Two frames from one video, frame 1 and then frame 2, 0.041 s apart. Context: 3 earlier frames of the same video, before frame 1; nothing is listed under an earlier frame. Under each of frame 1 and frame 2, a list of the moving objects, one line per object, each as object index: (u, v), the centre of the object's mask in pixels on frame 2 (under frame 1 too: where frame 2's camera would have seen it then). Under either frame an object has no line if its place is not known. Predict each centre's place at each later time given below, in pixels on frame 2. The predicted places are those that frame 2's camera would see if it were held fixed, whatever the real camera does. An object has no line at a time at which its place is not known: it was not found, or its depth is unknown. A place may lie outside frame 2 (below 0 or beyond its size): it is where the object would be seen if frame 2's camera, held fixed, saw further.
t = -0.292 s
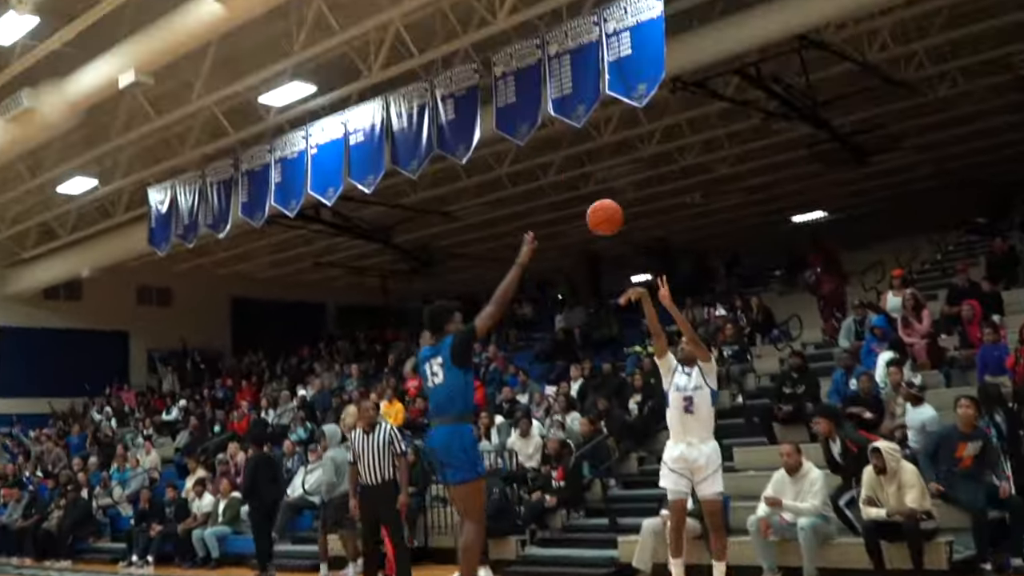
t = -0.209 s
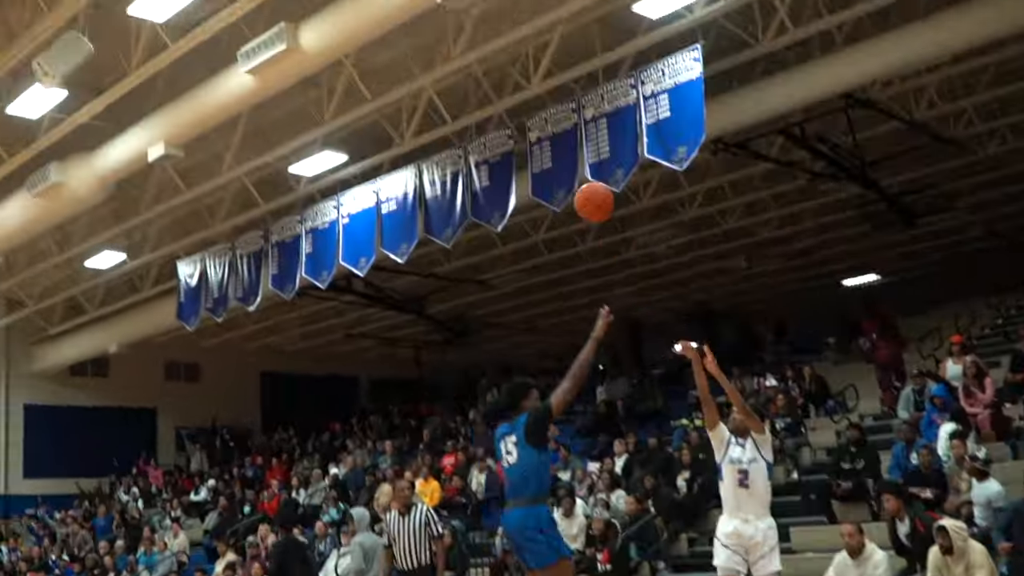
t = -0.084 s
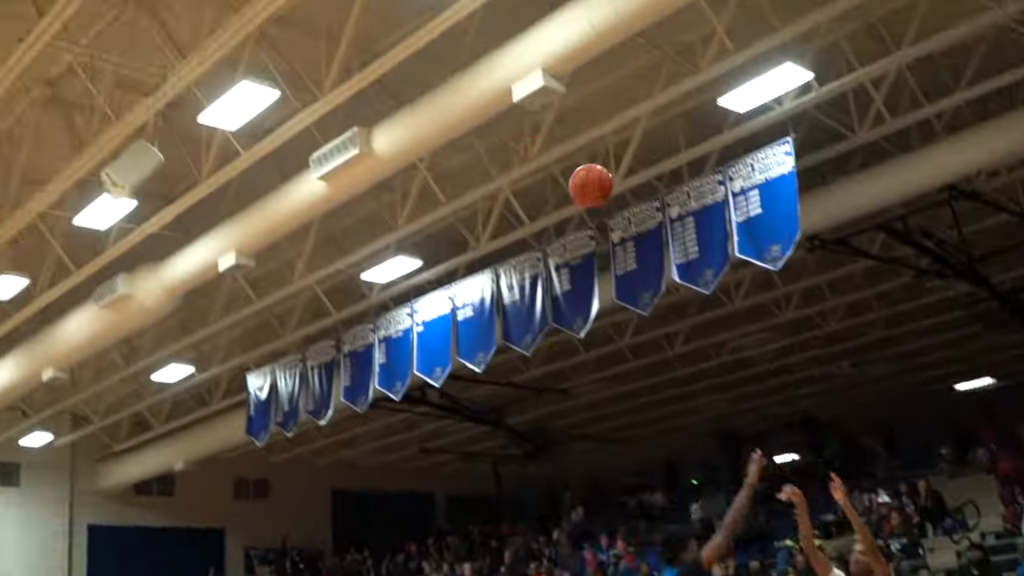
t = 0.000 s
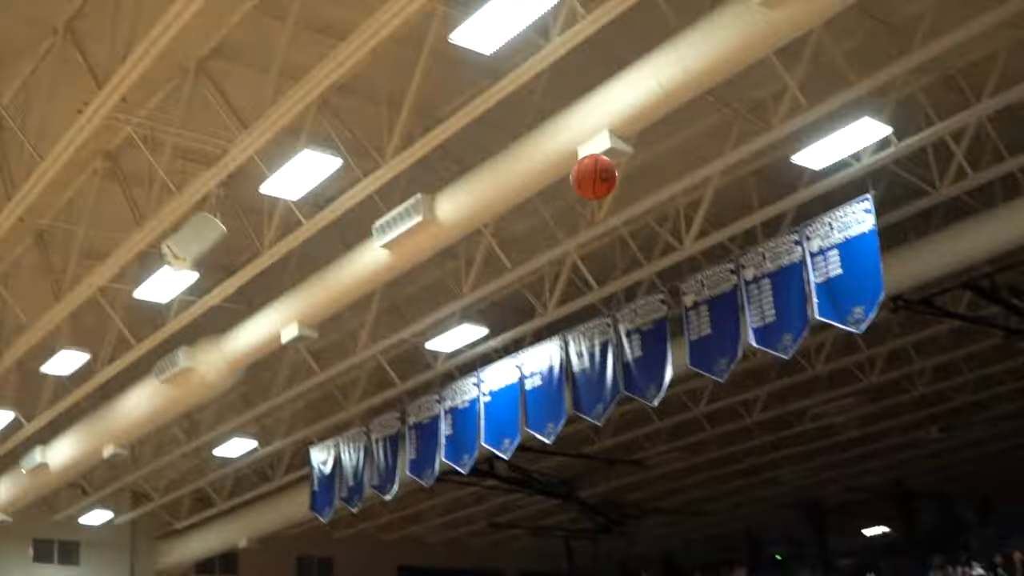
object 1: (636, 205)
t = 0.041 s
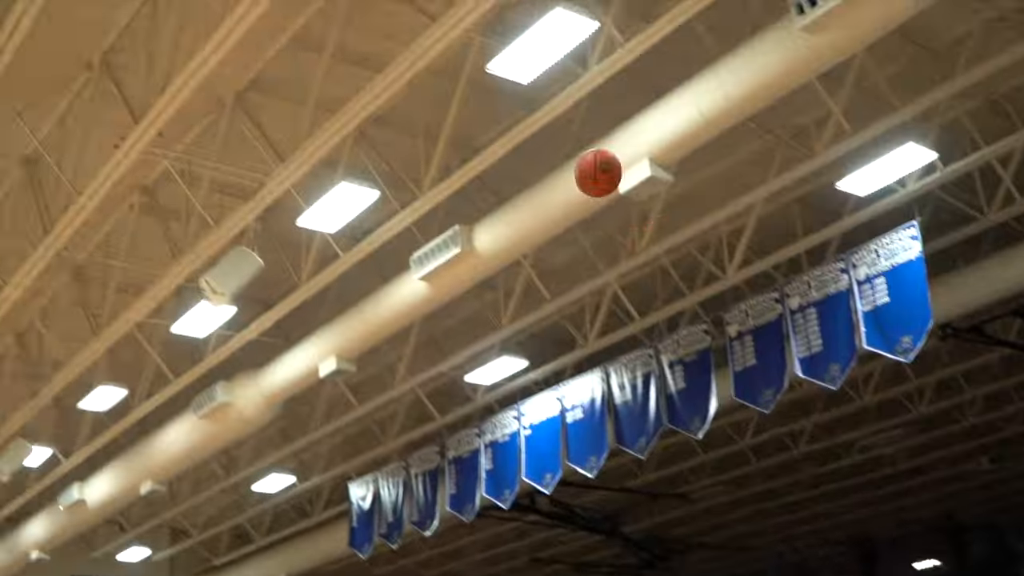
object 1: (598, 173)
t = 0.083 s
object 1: (561, 143)
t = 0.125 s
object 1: (523, 117)
